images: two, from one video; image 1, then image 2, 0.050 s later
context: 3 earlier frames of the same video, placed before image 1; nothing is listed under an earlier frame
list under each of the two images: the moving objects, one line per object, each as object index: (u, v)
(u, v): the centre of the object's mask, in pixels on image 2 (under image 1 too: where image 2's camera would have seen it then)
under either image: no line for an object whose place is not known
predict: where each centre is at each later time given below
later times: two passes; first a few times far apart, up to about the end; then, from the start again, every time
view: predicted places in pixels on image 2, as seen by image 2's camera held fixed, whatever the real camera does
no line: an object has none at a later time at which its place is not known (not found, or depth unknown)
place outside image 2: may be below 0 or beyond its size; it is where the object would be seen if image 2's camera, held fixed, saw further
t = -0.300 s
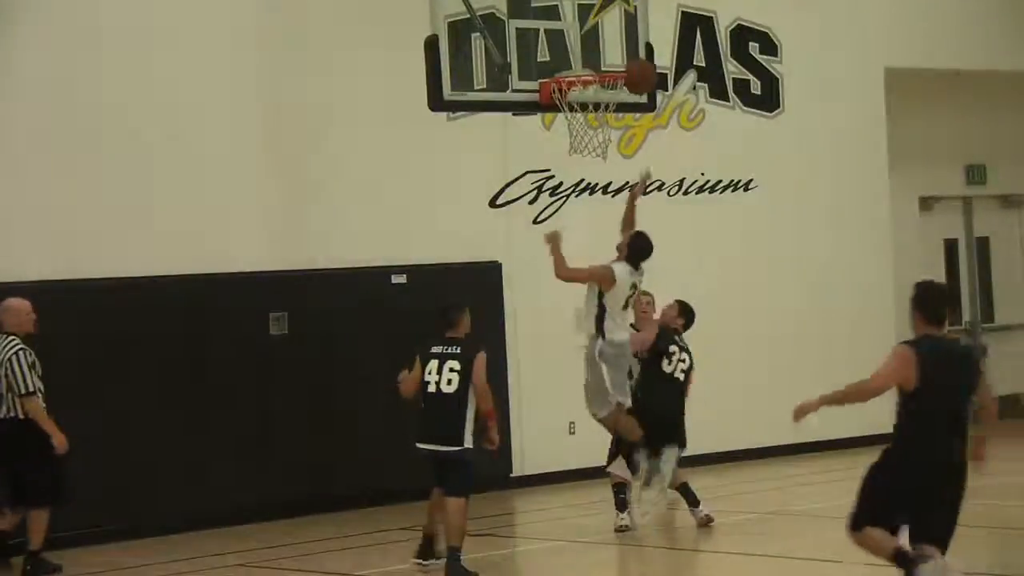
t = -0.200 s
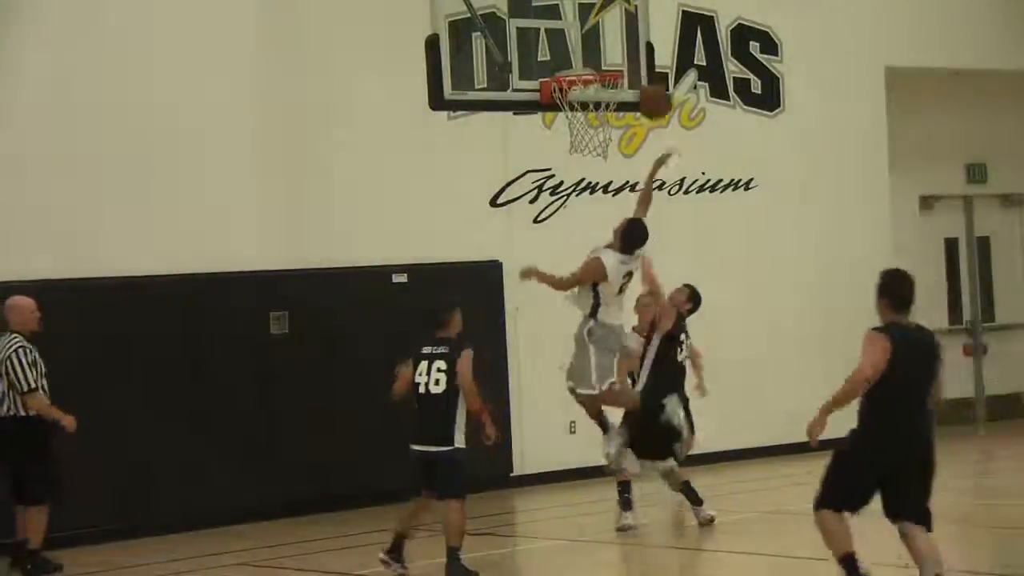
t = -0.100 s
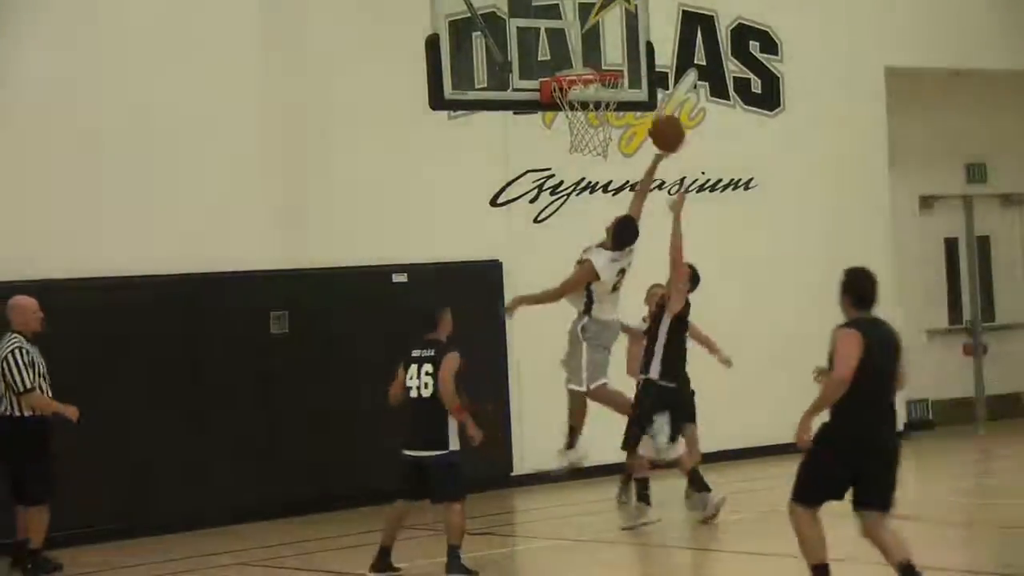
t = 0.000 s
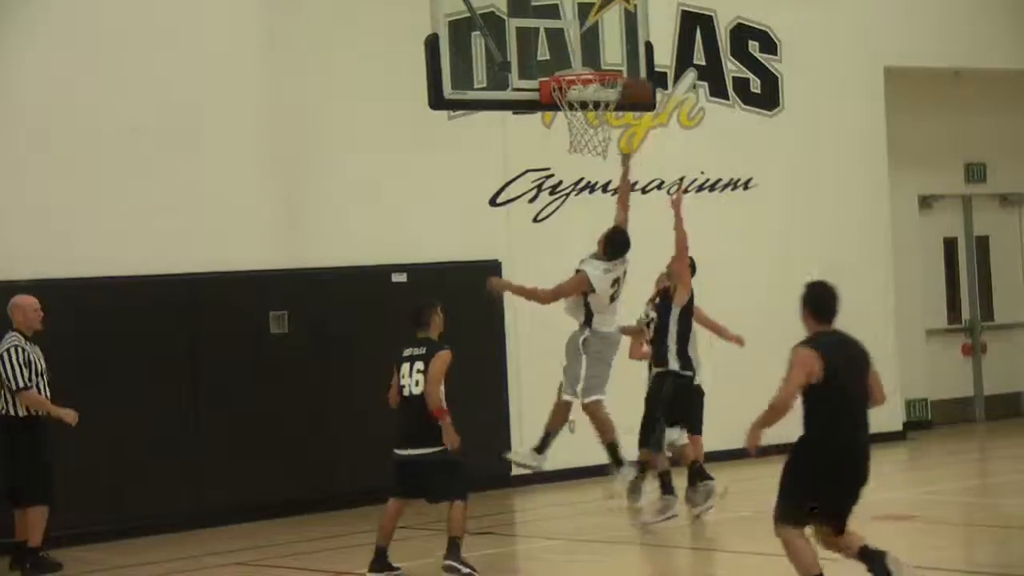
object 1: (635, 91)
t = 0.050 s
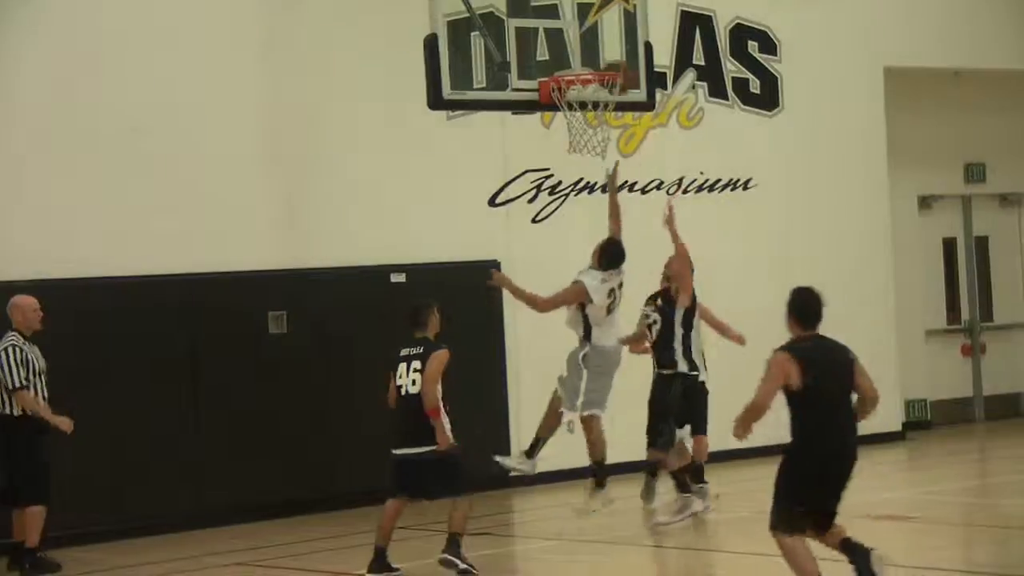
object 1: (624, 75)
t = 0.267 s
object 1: (592, 58)
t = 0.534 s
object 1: (601, 123)
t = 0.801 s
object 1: (586, 222)
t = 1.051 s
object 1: (579, 407)
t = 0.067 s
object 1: (612, 66)
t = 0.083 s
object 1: (604, 62)
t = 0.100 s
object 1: (601, 62)
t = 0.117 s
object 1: (594, 59)
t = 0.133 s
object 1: (589, 57)
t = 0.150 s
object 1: (586, 56)
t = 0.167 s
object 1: (586, 57)
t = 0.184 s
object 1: (586, 57)
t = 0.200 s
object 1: (588, 56)
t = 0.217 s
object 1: (588, 56)
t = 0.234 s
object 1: (590, 56)
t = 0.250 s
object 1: (590, 56)
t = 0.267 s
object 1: (592, 58)
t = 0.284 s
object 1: (593, 60)
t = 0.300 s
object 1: (595, 61)
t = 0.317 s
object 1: (596, 62)
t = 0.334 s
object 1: (598, 64)
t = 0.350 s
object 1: (599, 70)
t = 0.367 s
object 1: (602, 78)
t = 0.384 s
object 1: (602, 87)
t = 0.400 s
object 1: (602, 91)
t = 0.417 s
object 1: (604, 95)
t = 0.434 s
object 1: (604, 102)
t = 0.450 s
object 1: (604, 105)
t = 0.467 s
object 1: (603, 109)
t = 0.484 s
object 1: (603, 113)
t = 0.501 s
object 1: (603, 119)
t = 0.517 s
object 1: (602, 120)
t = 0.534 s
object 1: (601, 123)
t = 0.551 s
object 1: (600, 128)
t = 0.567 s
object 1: (599, 131)
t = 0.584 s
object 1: (599, 136)
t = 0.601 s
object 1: (599, 141)
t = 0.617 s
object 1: (597, 145)
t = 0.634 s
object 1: (596, 150)
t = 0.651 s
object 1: (596, 155)
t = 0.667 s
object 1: (594, 160)
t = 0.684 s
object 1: (593, 166)
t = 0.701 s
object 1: (592, 174)
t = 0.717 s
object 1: (591, 180)
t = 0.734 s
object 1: (589, 188)
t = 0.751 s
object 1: (589, 195)
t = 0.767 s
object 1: (588, 202)
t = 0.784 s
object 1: (587, 213)
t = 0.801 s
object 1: (586, 222)
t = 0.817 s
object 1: (585, 232)
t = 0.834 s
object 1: (584, 241)
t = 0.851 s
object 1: (583, 252)
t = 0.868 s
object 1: (583, 263)
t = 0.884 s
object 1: (583, 274)
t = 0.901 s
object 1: (582, 285)
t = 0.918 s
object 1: (582, 297)
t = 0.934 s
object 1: (581, 310)
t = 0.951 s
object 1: (581, 323)
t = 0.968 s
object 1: (580, 336)
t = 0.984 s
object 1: (580, 349)
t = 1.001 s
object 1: (580, 363)
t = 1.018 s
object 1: (579, 377)
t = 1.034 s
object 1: (578, 392)
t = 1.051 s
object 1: (579, 407)
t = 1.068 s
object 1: (577, 424)
